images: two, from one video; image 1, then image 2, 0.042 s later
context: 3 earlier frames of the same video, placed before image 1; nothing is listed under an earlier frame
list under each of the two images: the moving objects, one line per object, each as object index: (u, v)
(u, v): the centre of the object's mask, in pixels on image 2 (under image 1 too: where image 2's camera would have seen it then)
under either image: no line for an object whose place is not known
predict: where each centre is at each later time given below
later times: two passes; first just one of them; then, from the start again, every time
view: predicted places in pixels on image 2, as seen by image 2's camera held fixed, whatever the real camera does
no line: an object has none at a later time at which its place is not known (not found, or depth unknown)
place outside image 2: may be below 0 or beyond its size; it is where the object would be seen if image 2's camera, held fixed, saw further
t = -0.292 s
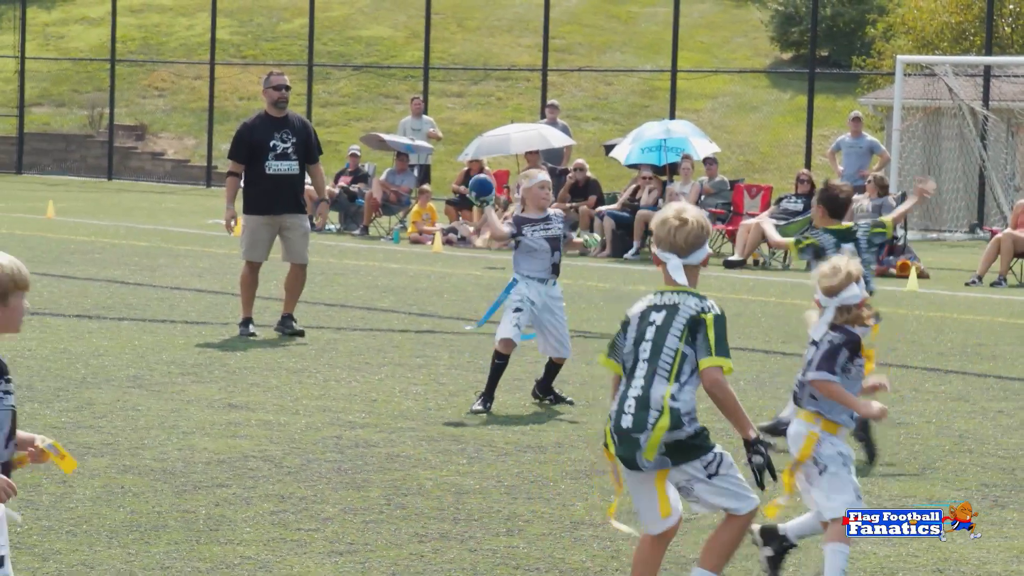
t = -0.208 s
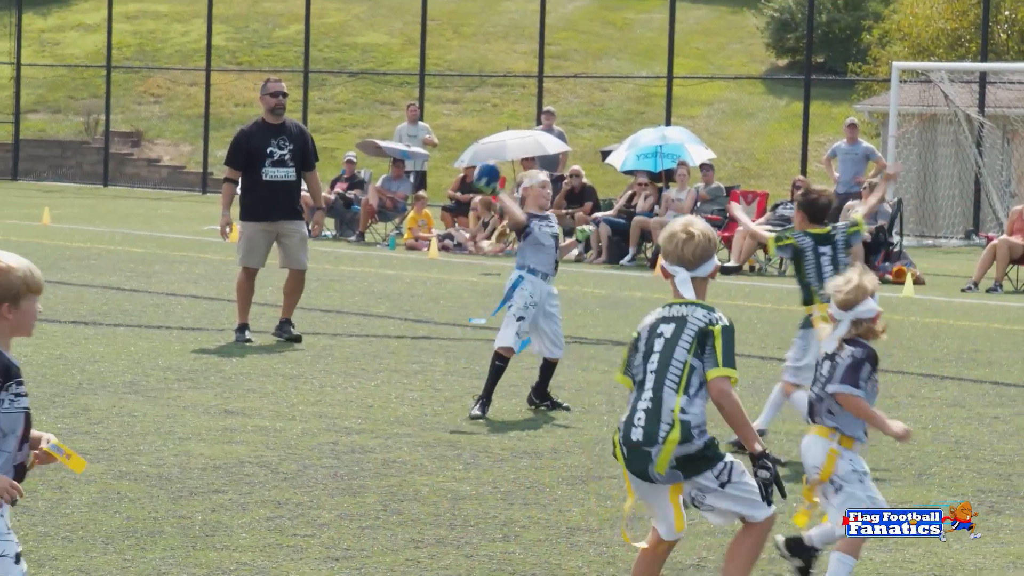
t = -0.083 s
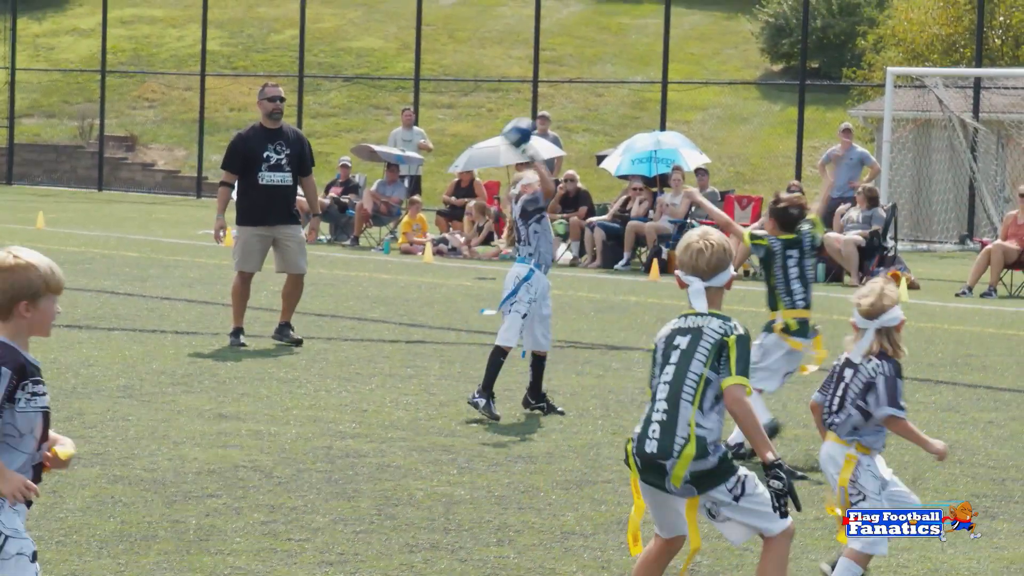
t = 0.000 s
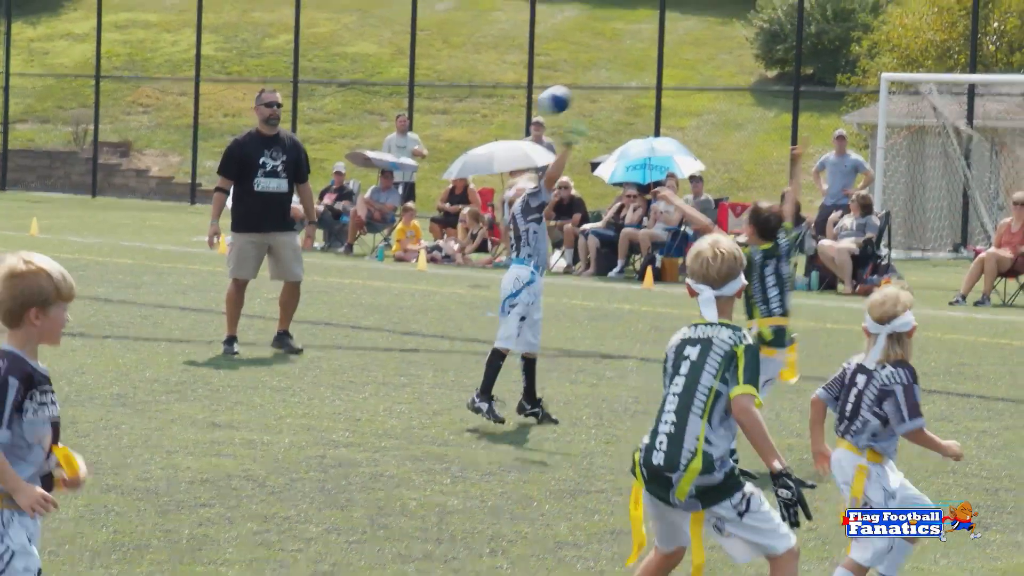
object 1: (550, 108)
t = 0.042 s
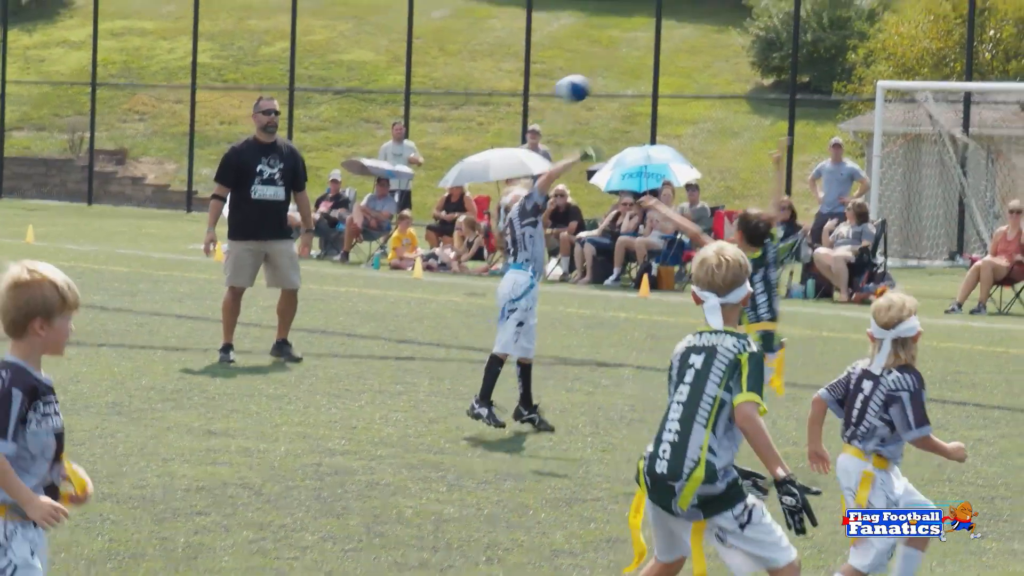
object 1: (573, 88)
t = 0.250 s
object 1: (683, -9)
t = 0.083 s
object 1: (595, 69)
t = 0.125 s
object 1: (616, 50)
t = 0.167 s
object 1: (639, 29)
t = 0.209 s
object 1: (661, 10)
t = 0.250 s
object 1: (683, -9)
